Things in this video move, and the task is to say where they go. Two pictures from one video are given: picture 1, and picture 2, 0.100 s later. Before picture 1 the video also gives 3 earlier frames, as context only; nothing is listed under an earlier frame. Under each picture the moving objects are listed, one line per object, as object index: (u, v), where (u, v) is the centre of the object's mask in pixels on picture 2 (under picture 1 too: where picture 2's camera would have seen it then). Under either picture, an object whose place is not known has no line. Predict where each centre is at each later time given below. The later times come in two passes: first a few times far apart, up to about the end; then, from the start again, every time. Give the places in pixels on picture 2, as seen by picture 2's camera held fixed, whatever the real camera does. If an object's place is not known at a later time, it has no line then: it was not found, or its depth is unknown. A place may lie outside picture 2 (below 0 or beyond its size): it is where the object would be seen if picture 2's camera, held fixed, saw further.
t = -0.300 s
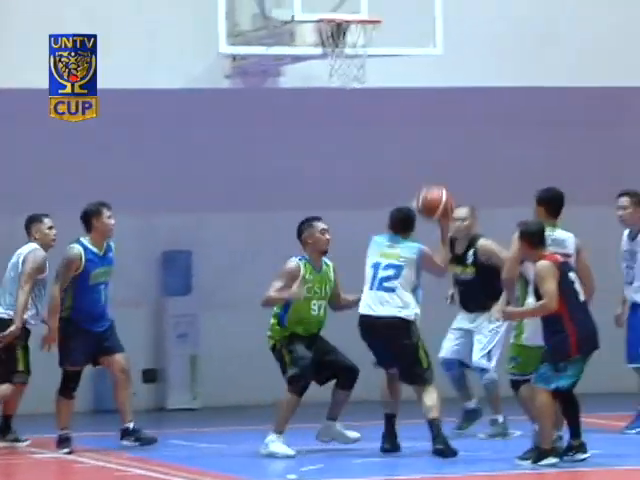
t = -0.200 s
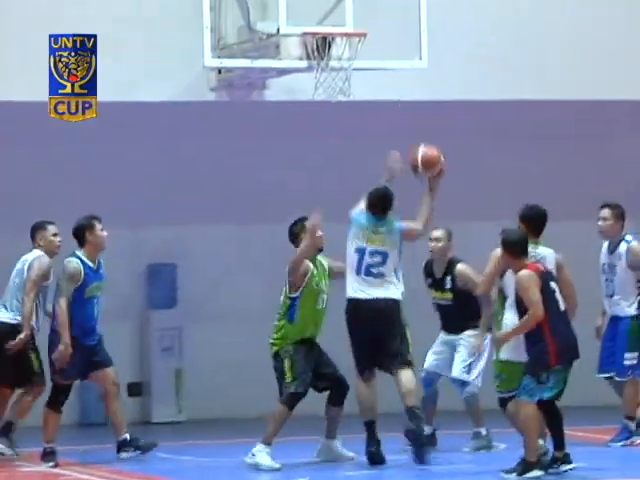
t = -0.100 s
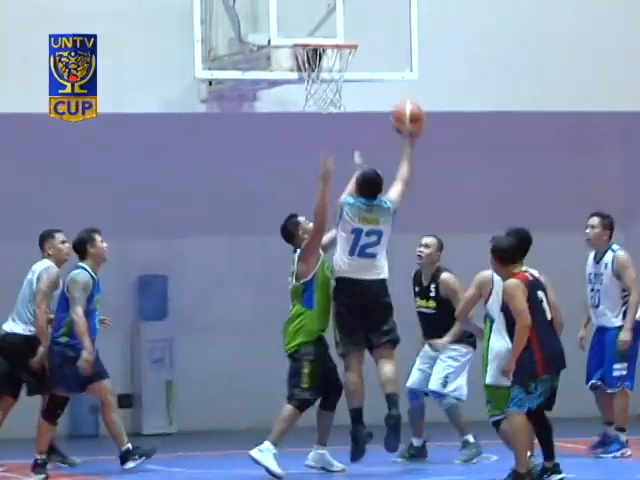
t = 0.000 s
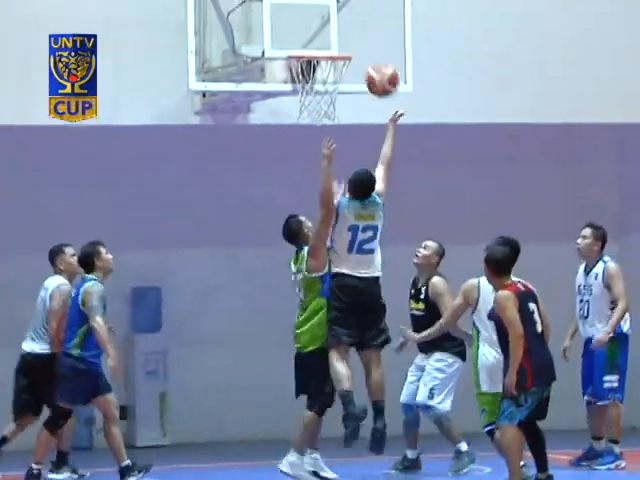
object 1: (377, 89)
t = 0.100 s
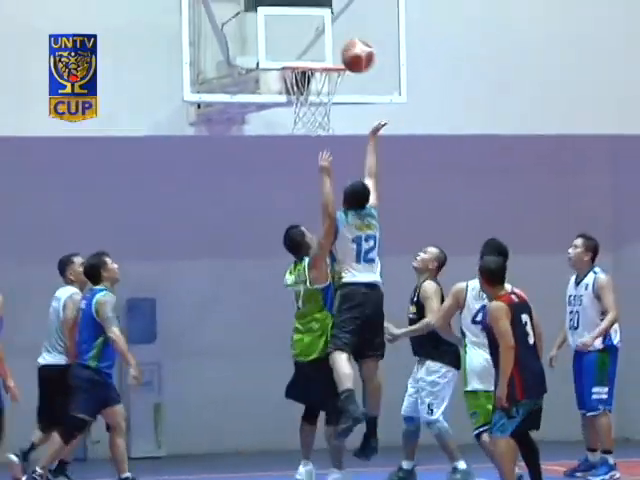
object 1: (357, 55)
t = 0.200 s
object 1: (338, 37)
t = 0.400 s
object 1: (303, 36)
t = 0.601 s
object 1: (286, 52)
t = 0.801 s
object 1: (295, 48)
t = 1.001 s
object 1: (318, 82)
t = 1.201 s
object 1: (327, 123)
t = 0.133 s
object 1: (351, 47)
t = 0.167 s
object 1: (345, 41)
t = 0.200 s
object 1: (338, 37)
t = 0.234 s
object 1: (332, 33)
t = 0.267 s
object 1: (326, 30)
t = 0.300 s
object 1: (320, 30)
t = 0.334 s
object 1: (314, 30)
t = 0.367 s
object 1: (308, 32)
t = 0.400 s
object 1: (303, 36)
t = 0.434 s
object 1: (297, 41)
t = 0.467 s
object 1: (292, 48)
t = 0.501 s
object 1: (288, 53)
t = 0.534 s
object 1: (287, 51)
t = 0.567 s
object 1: (287, 50)
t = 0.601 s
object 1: (286, 52)
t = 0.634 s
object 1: (286, 52)
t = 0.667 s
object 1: (286, 50)
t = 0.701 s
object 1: (286, 50)
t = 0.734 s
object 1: (288, 50)
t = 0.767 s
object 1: (292, 48)
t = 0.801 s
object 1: (295, 48)
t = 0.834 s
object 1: (298, 50)
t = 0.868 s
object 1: (301, 53)
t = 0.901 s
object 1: (305, 55)
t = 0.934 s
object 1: (309, 60)
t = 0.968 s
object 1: (312, 70)
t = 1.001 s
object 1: (318, 82)
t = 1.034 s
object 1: (320, 92)
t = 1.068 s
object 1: (321, 100)
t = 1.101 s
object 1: (325, 108)
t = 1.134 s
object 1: (326, 112)
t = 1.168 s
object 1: (328, 118)
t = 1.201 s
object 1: (327, 123)
